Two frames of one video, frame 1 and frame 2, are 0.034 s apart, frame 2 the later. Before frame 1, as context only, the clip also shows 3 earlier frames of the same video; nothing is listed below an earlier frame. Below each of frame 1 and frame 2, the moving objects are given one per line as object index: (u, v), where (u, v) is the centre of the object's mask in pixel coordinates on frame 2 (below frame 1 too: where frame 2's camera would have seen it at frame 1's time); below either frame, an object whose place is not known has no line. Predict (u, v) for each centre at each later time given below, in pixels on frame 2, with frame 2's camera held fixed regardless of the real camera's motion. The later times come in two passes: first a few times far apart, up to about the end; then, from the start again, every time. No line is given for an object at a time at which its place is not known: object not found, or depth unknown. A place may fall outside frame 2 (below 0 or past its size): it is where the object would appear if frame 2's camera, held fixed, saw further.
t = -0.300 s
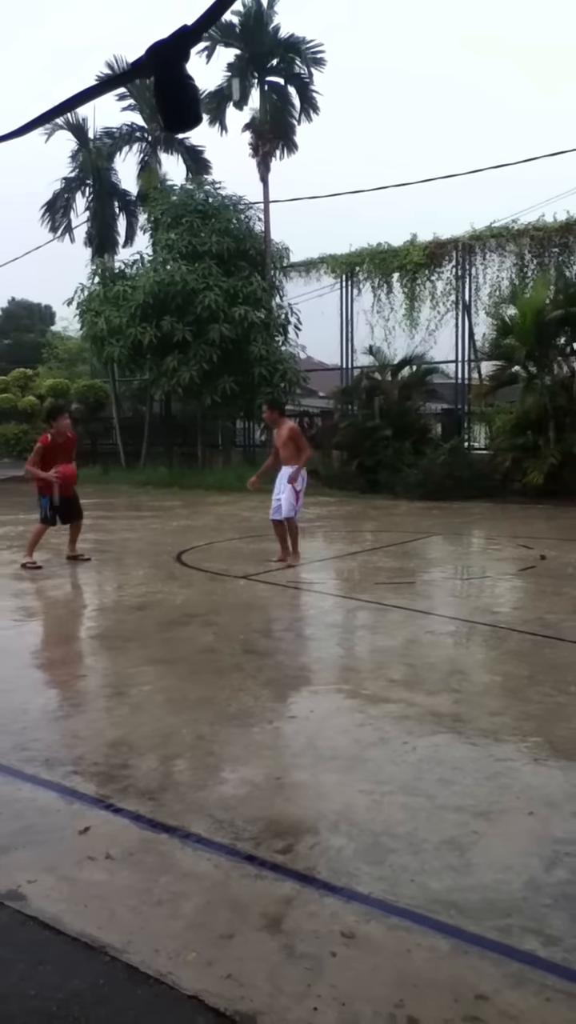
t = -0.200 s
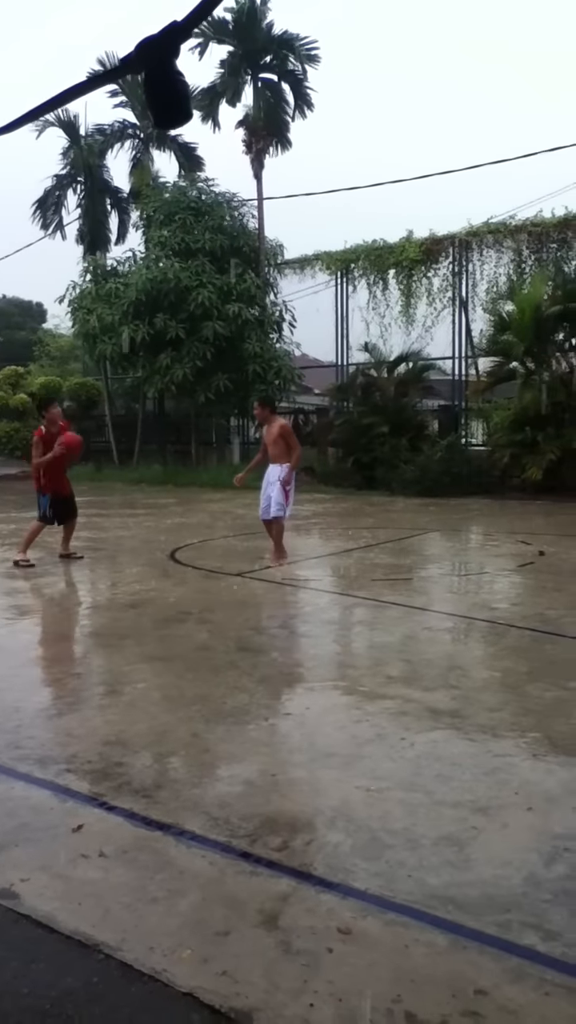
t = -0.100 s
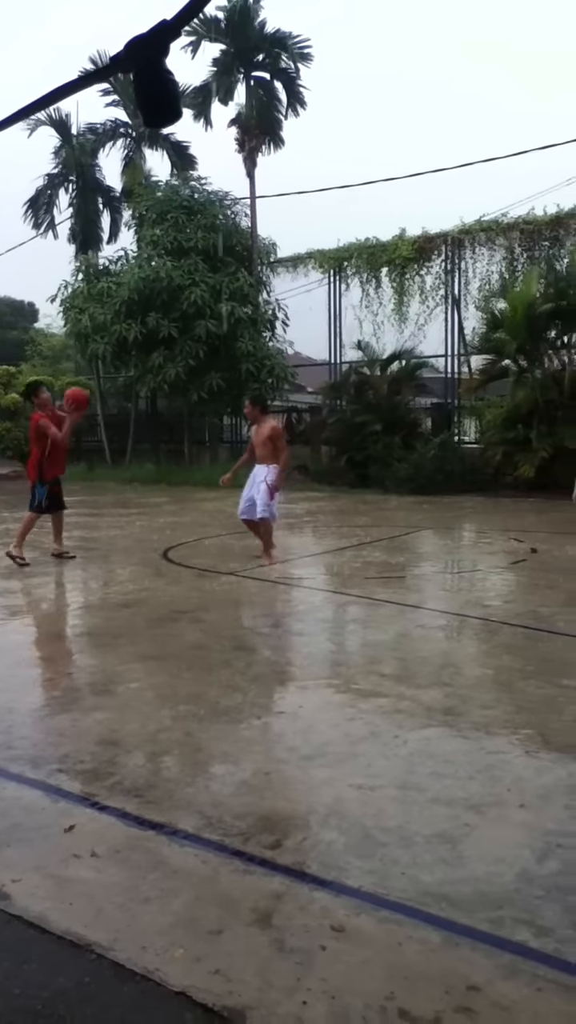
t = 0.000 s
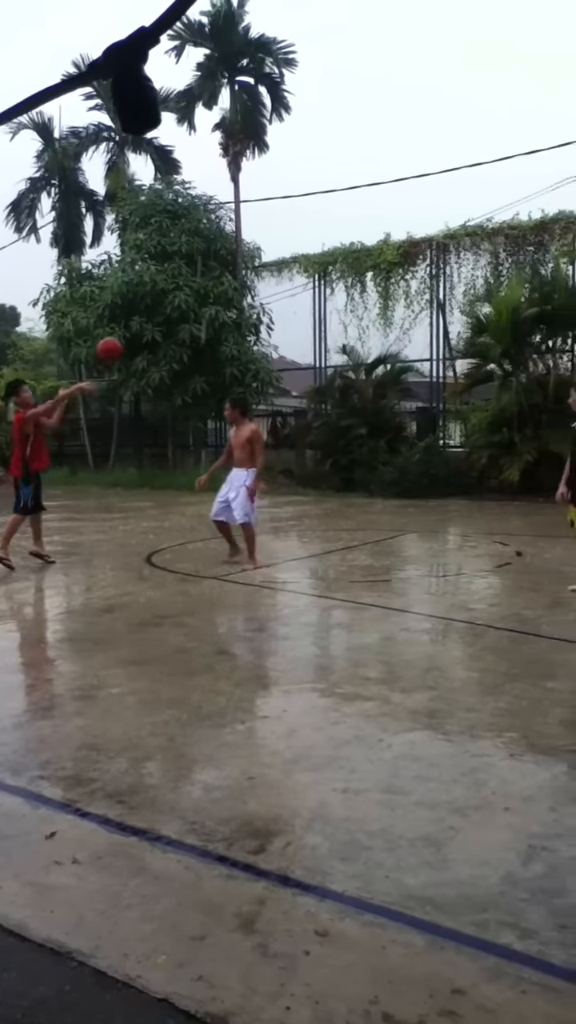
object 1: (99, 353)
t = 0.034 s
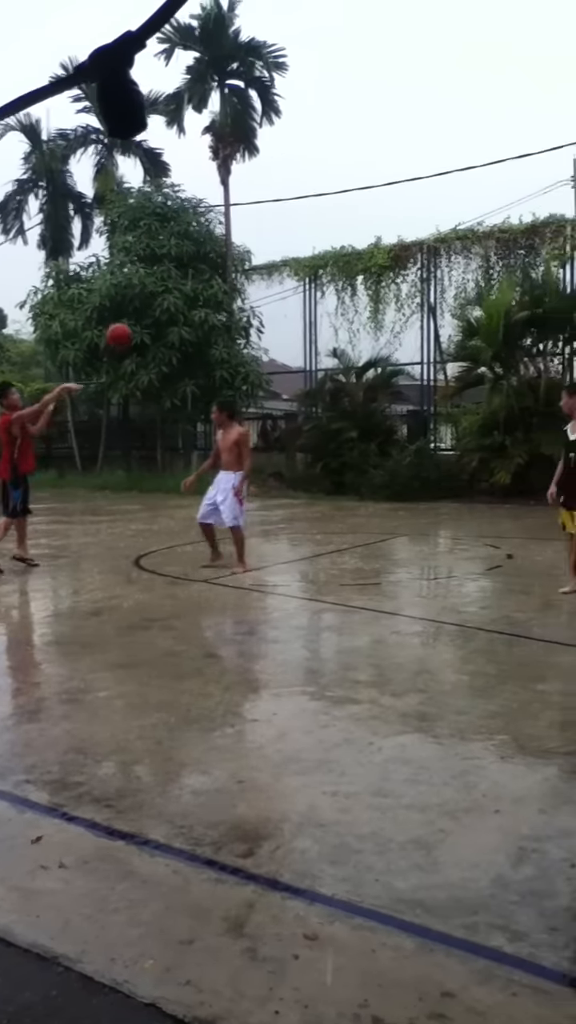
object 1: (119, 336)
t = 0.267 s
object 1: (262, 257)
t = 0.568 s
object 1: (429, 237)
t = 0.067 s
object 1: (139, 319)
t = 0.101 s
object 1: (161, 306)
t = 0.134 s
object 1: (180, 294)
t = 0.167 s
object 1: (200, 283)
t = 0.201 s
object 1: (222, 273)
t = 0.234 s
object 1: (242, 265)
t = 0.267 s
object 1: (262, 257)
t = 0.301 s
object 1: (281, 251)
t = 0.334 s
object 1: (300, 245)
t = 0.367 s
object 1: (319, 241)
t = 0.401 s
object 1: (337, 237)
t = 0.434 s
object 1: (356, 235)
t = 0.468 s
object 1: (375, 234)
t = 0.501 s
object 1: (393, 235)
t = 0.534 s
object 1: (411, 235)
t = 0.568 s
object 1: (429, 237)
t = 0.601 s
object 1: (447, 240)
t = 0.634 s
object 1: (464, 244)
